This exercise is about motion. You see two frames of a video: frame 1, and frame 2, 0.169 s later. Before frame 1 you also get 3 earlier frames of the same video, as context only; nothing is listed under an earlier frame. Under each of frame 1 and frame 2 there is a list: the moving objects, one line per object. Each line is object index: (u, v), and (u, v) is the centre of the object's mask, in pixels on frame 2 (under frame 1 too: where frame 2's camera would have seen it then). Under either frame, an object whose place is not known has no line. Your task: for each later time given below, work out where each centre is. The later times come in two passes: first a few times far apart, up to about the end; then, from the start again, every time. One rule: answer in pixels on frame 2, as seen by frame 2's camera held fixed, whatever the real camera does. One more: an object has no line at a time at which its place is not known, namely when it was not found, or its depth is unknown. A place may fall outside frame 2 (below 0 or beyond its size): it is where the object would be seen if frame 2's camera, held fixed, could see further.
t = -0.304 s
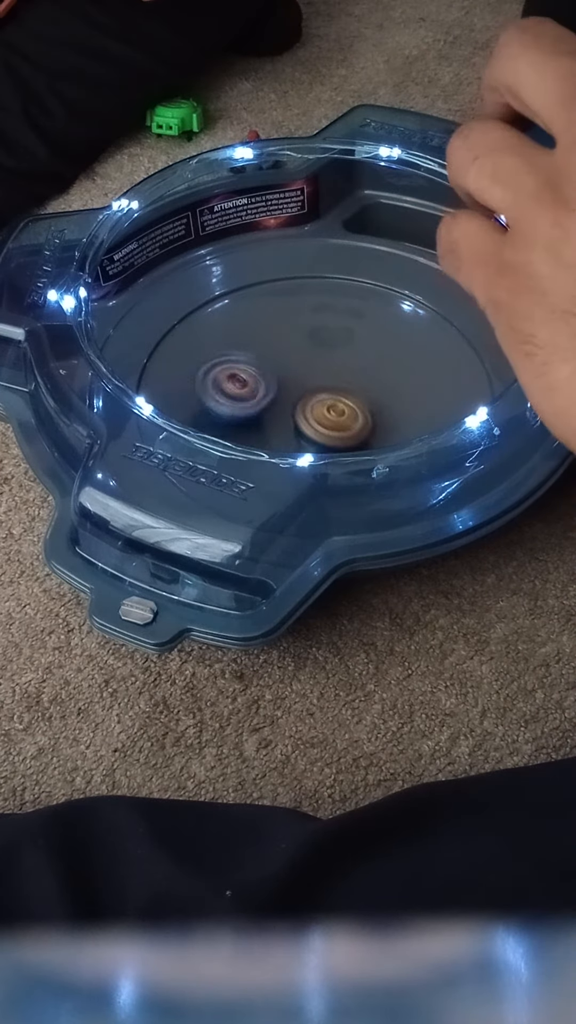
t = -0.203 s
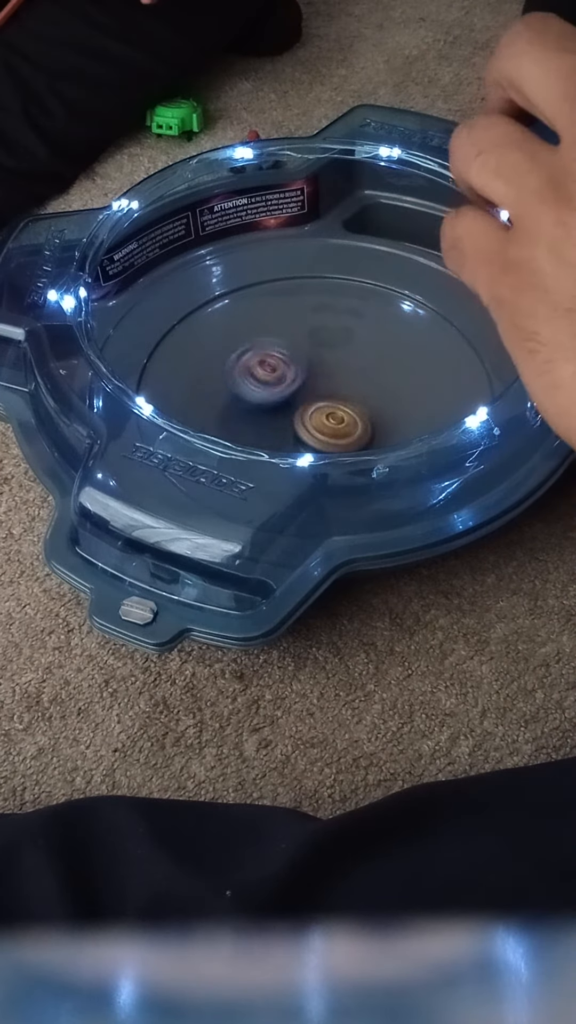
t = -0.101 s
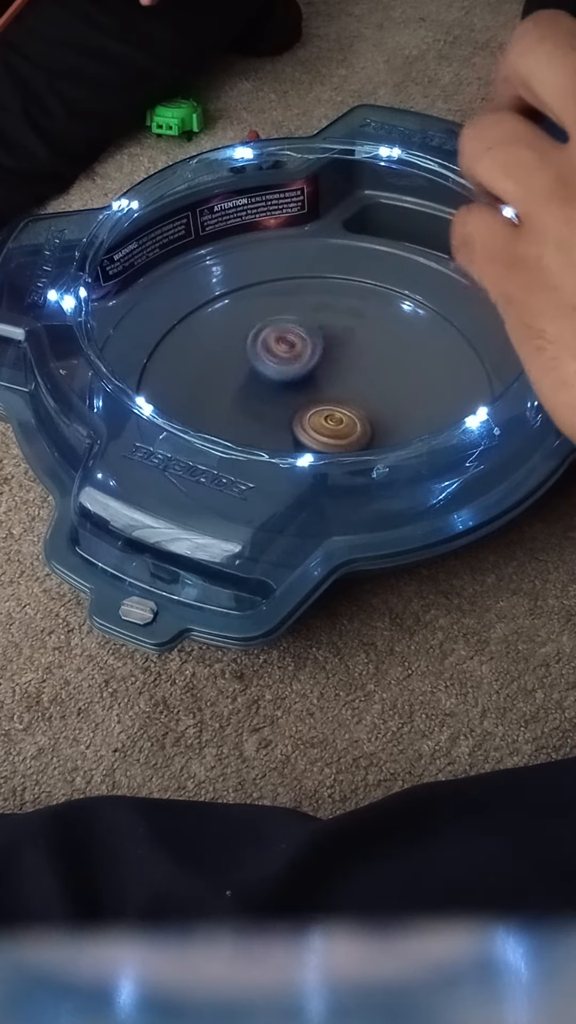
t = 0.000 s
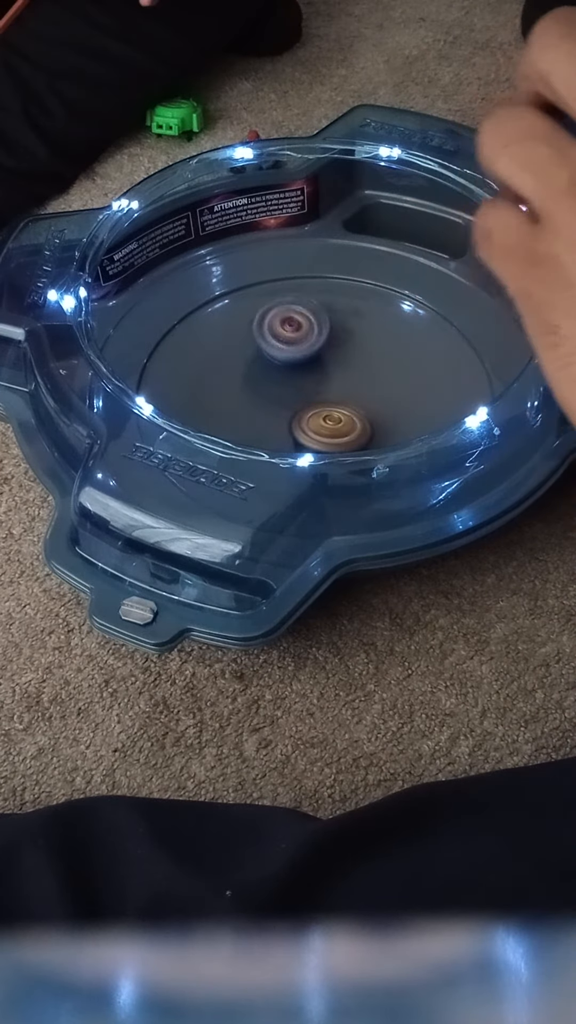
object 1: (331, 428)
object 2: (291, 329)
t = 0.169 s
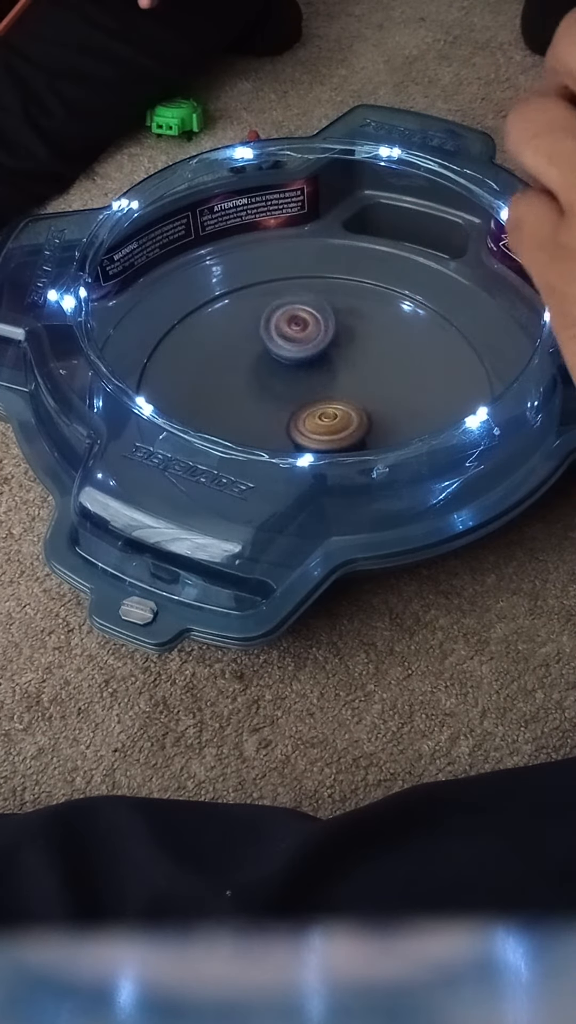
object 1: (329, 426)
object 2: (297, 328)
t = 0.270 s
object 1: (327, 424)
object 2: (311, 339)
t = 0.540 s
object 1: (318, 424)
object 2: (368, 356)
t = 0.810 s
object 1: (306, 420)
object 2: (372, 376)
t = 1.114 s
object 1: (289, 417)
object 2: (348, 369)
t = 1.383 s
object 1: (282, 422)
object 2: (323, 350)
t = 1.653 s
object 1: (285, 424)
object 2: (314, 354)
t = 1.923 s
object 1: (283, 423)
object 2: (320, 360)
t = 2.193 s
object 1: (278, 425)
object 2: (339, 364)
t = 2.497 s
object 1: (277, 420)
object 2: (334, 371)
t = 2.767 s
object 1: (268, 425)
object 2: (349, 357)
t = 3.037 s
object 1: (251, 431)
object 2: (347, 346)
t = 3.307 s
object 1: (251, 430)
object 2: (332, 328)
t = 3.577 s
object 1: (302, 414)
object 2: (327, 353)
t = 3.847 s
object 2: (343, 339)
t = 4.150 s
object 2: (347, 335)
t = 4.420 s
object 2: (322, 351)
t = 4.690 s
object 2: (316, 364)
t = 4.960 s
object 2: (318, 363)
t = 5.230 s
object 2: (310, 356)
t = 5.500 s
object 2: (308, 354)
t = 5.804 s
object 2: (310, 354)
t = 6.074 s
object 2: (310, 354)
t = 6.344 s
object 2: (310, 354)
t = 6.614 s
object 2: (310, 354)
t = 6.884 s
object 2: (310, 355)
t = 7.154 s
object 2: (310, 354)
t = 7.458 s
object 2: (310, 355)
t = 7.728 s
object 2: (310, 355)
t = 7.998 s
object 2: (310, 355)
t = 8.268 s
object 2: (310, 354)
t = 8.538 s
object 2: (310, 355)
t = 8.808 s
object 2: (310, 354)
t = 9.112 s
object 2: (310, 355)
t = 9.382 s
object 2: (310, 355)
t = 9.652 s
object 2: (310, 355)
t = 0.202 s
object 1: (328, 425)
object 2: (301, 330)
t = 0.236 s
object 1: (327, 424)
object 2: (306, 333)
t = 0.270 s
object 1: (327, 424)
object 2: (311, 339)
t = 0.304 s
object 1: (326, 423)
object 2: (318, 344)
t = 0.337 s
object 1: (325, 422)
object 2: (324, 347)
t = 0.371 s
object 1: (324, 421)
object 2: (332, 352)
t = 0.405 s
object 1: (323, 420)
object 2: (341, 357)
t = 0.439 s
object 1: (322, 421)
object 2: (349, 356)
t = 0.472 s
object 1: (320, 424)
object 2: (357, 355)
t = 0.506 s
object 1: (320, 424)
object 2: (364, 355)
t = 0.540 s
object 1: (318, 424)
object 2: (368, 356)
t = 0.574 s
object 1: (317, 423)
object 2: (371, 356)
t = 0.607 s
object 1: (315, 423)
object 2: (372, 357)
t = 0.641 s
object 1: (313, 422)
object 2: (373, 360)
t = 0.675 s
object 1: (312, 422)
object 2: (374, 362)
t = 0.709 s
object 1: (310, 421)
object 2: (374, 365)
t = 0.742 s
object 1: (309, 421)
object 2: (373, 368)
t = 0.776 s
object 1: (308, 420)
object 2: (372, 373)
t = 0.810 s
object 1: (306, 420)
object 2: (372, 376)
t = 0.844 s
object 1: (298, 423)
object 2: (376, 372)
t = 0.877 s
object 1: (291, 423)
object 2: (379, 368)
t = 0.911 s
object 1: (287, 424)
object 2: (381, 366)
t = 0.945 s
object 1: (285, 424)
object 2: (379, 364)
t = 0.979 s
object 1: (284, 423)
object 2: (375, 362)
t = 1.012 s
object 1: (284, 423)
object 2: (371, 361)
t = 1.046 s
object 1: (285, 421)
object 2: (364, 362)
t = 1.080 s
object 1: (287, 419)
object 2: (358, 363)
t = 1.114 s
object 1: (289, 417)
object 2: (348, 369)
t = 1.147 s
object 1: (287, 418)
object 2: (344, 369)
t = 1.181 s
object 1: (282, 421)
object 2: (344, 364)
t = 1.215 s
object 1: (278, 424)
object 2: (344, 357)
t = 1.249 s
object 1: (277, 425)
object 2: (341, 354)
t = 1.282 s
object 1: (278, 425)
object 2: (337, 351)
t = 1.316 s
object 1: (279, 425)
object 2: (333, 349)
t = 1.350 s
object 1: (281, 424)
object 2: (328, 349)
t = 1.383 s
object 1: (282, 422)
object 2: (323, 350)
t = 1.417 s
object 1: (283, 420)
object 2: (318, 353)
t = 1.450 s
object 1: (285, 419)
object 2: (315, 356)
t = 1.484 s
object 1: (285, 418)
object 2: (312, 360)
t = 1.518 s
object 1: (285, 420)
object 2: (311, 362)
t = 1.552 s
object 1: (284, 423)
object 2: (312, 360)
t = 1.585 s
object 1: (285, 425)
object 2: (314, 357)
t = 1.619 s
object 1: (285, 424)
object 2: (314, 355)
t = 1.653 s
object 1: (285, 424)
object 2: (314, 354)
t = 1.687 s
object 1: (285, 423)
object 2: (315, 352)
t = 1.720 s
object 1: (285, 422)
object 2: (315, 352)
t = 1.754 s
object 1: (285, 421)
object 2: (314, 352)
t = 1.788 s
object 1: (285, 420)
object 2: (314, 354)
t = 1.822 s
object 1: (284, 419)
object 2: (315, 355)
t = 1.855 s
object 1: (284, 419)
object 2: (317, 358)
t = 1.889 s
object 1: (283, 422)
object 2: (319, 358)
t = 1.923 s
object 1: (283, 423)
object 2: (320, 360)
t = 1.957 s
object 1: (284, 423)
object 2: (322, 361)
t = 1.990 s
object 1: (284, 423)
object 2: (324, 362)
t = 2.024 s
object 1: (284, 422)
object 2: (325, 363)
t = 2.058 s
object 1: (283, 422)
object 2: (327, 365)
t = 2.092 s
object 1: (282, 421)
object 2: (330, 367)
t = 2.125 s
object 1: (280, 423)
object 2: (333, 367)
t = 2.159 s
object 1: (278, 425)
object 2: (337, 364)
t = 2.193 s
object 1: (278, 425)
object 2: (339, 364)
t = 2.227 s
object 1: (278, 425)
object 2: (341, 360)
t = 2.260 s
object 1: (278, 425)
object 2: (343, 358)
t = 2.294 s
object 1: (278, 424)
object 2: (343, 358)
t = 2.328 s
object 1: (278, 424)
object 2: (342, 358)
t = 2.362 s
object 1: (278, 423)
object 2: (341, 359)
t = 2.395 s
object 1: (277, 422)
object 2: (339, 361)
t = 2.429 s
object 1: (277, 421)
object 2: (338, 364)
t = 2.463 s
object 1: (277, 421)
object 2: (335, 367)
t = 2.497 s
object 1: (277, 420)
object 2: (334, 371)
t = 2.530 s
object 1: (274, 421)
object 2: (335, 373)
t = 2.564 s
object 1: (267, 424)
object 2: (339, 371)
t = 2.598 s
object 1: (264, 425)
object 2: (345, 368)
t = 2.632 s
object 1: (262, 426)
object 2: (347, 365)
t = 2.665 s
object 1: (263, 427)
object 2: (351, 361)
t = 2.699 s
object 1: (265, 426)
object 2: (351, 360)
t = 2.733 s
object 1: (267, 426)
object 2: (351, 358)
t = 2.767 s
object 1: (268, 425)
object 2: (349, 357)
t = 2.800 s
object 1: (271, 423)
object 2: (347, 357)
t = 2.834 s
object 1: (272, 421)
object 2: (344, 359)
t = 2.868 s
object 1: (274, 419)
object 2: (341, 360)
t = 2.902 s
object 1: (276, 417)
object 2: (337, 365)
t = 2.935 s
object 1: (275, 418)
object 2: (334, 366)
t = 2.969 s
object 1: (268, 424)
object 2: (344, 358)
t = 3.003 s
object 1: (257, 428)
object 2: (346, 352)
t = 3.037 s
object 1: (251, 431)
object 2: (347, 346)
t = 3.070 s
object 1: (245, 433)
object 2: (351, 337)
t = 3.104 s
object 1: (242, 433)
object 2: (351, 330)
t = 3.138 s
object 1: (242, 433)
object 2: (350, 326)
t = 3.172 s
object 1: (242, 433)
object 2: (348, 323)
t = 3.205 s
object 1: (243, 433)
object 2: (345, 322)
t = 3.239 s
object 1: (245, 432)
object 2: (341, 322)
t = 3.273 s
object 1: (248, 431)
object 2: (336, 324)
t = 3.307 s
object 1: (251, 430)
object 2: (332, 328)
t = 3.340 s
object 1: (256, 428)
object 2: (327, 333)
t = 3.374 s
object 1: (260, 425)
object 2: (325, 341)
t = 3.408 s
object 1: (270, 420)
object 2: (319, 348)
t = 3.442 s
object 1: (280, 414)
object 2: (316, 356)
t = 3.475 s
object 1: (287, 415)
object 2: (321, 357)
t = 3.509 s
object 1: (292, 416)
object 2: (325, 355)
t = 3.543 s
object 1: (298, 416)
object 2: (326, 353)
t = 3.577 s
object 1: (302, 414)
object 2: (327, 353)
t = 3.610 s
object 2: (328, 352)
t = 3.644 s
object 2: (332, 353)
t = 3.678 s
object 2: (336, 347)
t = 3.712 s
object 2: (346, 345)
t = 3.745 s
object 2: (348, 343)
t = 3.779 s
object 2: (348, 342)
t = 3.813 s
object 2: (346, 341)
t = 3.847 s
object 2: (343, 339)
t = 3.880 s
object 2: (341, 337)
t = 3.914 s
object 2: (343, 336)
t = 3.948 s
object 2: (348, 340)
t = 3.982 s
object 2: (347, 335)
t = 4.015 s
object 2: (353, 329)
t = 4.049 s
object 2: (356, 329)
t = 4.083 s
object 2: (358, 329)
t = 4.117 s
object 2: (355, 332)
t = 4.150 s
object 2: (347, 335)
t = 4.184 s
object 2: (340, 336)
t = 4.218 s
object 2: (334, 335)
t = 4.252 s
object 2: (334, 335)
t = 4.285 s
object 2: (334, 336)
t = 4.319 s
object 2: (333, 337)
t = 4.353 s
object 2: (332, 341)
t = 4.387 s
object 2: (327, 344)
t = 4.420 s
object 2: (322, 351)
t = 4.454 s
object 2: (318, 356)
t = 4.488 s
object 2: (314, 362)
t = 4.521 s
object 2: (312, 366)
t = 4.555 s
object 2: (313, 366)
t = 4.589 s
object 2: (312, 364)
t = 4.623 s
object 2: (314, 365)
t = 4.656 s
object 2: (316, 365)
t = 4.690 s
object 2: (316, 364)
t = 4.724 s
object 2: (317, 362)
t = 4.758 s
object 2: (317, 362)
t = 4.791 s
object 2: (316, 361)
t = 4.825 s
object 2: (316, 362)
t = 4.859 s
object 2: (317, 363)
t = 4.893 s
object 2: (317, 363)
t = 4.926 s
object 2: (317, 364)
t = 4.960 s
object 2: (318, 363)
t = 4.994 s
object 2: (316, 361)
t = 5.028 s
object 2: (315, 360)
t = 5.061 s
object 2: (314, 359)
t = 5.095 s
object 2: (313, 358)
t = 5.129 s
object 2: (313, 358)
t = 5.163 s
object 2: (312, 358)
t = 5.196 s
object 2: (312, 357)
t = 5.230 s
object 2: (310, 356)
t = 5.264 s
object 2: (309, 355)
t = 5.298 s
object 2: (309, 355)
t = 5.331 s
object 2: (309, 354)
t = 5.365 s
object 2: (310, 354)
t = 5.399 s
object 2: (309, 354)
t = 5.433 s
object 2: (309, 354)
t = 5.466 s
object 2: (308, 354)
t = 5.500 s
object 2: (308, 354)
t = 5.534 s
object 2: (309, 354)
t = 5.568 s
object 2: (310, 354)
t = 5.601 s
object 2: (310, 354)
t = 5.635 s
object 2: (310, 354)
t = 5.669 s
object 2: (310, 354)
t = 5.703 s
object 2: (310, 354)
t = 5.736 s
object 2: (310, 354)
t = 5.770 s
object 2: (310, 354)
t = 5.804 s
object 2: (310, 354)
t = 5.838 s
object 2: (310, 354)
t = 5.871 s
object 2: (310, 354)
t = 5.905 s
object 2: (310, 354)
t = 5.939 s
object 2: (310, 354)
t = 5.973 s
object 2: (310, 354)
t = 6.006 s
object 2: (310, 354)
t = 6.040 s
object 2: (310, 354)
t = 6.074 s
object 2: (310, 354)
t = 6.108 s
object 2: (310, 355)
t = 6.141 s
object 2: (310, 354)
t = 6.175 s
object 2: (310, 354)
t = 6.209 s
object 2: (310, 354)
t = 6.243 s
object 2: (310, 354)
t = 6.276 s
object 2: (310, 354)
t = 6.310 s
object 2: (310, 354)
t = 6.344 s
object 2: (310, 354)
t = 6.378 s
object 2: (310, 354)
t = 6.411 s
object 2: (310, 355)
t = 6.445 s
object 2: (310, 354)
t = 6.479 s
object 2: (310, 355)
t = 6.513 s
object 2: (310, 355)
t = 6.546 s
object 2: (310, 354)
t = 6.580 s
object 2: (310, 354)
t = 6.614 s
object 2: (310, 354)
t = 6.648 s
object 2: (310, 355)
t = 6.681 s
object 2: (310, 354)
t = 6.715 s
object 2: (310, 354)
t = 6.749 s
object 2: (310, 354)
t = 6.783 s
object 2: (310, 354)
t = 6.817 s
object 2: (310, 354)
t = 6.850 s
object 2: (310, 354)
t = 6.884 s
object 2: (310, 355)
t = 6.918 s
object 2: (310, 354)
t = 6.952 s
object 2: (310, 354)
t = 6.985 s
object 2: (310, 354)
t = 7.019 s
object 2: (310, 355)
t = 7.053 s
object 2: (310, 355)
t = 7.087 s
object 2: (310, 354)
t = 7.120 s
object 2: (310, 355)
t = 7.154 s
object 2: (310, 354)
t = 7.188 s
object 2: (310, 355)
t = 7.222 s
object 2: (310, 355)
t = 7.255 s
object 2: (310, 355)
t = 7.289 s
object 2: (310, 355)
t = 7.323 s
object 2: (310, 355)
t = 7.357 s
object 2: (310, 355)
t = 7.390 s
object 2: (310, 355)
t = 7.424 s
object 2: (310, 355)
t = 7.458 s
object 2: (310, 355)
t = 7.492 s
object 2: (310, 355)
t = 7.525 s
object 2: (310, 355)
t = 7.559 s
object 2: (310, 355)
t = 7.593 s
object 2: (310, 355)
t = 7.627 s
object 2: (310, 355)
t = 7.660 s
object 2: (310, 355)
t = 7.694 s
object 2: (310, 355)
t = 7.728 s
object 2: (310, 355)
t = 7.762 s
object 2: (310, 355)
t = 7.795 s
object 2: (310, 355)
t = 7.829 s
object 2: (310, 355)
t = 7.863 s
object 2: (310, 355)
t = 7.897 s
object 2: (310, 355)
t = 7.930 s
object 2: (310, 355)
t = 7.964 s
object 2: (310, 355)
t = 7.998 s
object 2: (310, 355)
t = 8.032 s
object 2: (310, 355)
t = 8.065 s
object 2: (310, 355)
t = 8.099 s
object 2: (310, 355)
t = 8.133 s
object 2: (310, 355)
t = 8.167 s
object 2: (310, 354)
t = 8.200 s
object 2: (310, 354)
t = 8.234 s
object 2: (310, 354)
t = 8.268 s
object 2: (310, 354)
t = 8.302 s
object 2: (310, 354)
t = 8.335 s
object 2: (310, 354)
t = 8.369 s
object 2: (310, 354)
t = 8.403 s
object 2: (310, 354)
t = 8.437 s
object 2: (310, 354)
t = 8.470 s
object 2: (310, 354)
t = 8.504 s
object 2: (310, 355)
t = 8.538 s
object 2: (310, 355)
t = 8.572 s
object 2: (310, 355)
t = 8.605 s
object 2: (310, 354)
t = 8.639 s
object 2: (310, 354)
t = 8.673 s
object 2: (310, 354)
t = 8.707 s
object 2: (310, 354)
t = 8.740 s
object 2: (310, 354)
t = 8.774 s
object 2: (310, 354)
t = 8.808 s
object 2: (310, 354)
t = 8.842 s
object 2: (310, 354)
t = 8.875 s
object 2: (310, 354)
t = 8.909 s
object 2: (310, 354)
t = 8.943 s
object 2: (310, 354)
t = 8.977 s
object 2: (310, 355)
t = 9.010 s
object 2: (310, 354)
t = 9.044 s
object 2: (310, 355)
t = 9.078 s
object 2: (310, 355)
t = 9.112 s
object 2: (310, 355)
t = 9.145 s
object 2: (310, 355)
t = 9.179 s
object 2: (310, 355)
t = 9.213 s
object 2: (310, 355)
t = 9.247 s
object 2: (310, 355)
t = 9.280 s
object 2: (310, 355)
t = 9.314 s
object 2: (310, 355)
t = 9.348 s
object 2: (310, 355)
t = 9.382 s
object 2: (310, 355)
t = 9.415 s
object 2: (310, 355)
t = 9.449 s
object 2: (310, 355)
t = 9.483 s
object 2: (310, 355)
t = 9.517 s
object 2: (310, 355)
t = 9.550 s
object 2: (310, 355)
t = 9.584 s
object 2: (310, 355)
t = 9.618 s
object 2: (310, 355)
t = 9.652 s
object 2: (310, 355)
